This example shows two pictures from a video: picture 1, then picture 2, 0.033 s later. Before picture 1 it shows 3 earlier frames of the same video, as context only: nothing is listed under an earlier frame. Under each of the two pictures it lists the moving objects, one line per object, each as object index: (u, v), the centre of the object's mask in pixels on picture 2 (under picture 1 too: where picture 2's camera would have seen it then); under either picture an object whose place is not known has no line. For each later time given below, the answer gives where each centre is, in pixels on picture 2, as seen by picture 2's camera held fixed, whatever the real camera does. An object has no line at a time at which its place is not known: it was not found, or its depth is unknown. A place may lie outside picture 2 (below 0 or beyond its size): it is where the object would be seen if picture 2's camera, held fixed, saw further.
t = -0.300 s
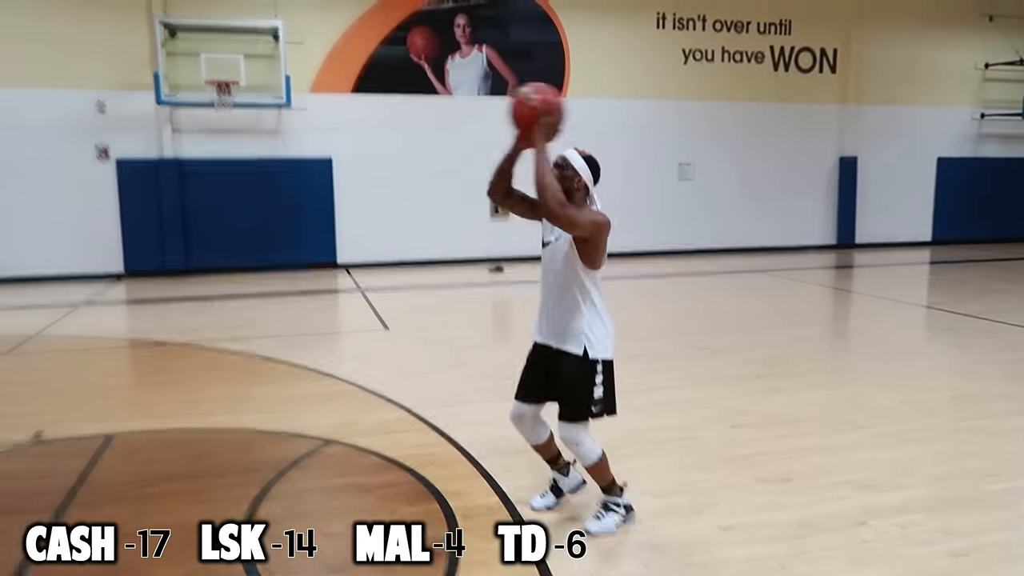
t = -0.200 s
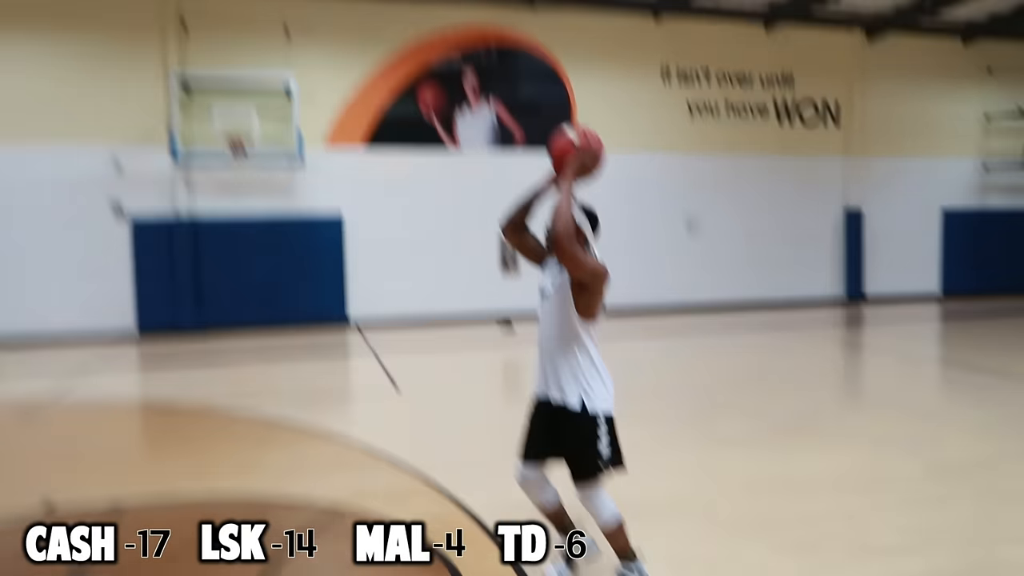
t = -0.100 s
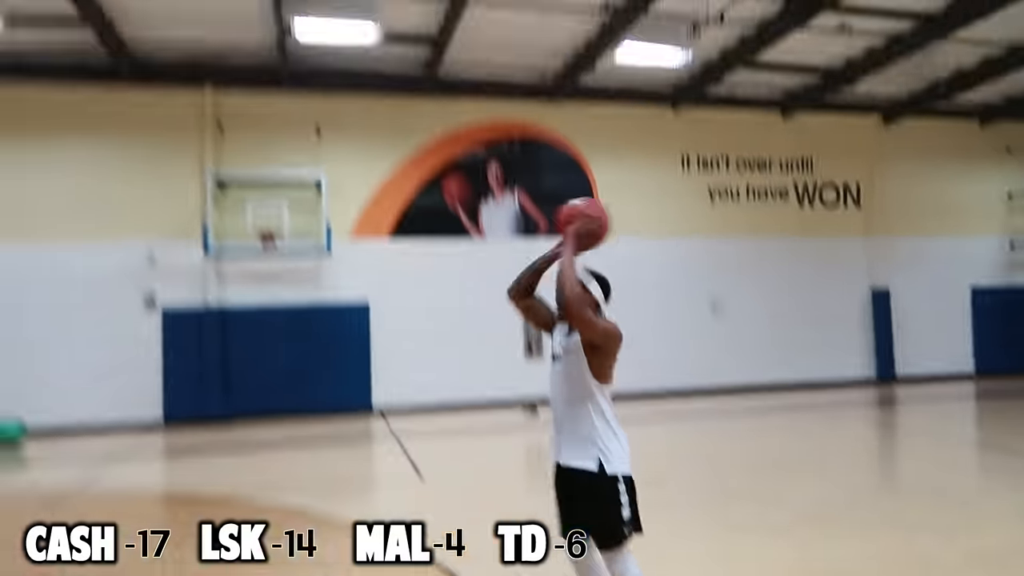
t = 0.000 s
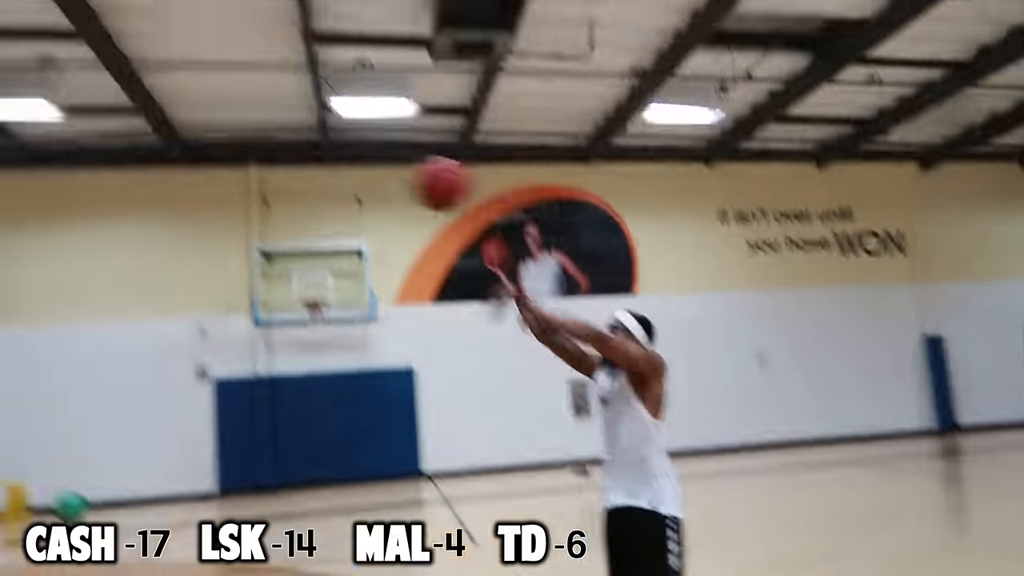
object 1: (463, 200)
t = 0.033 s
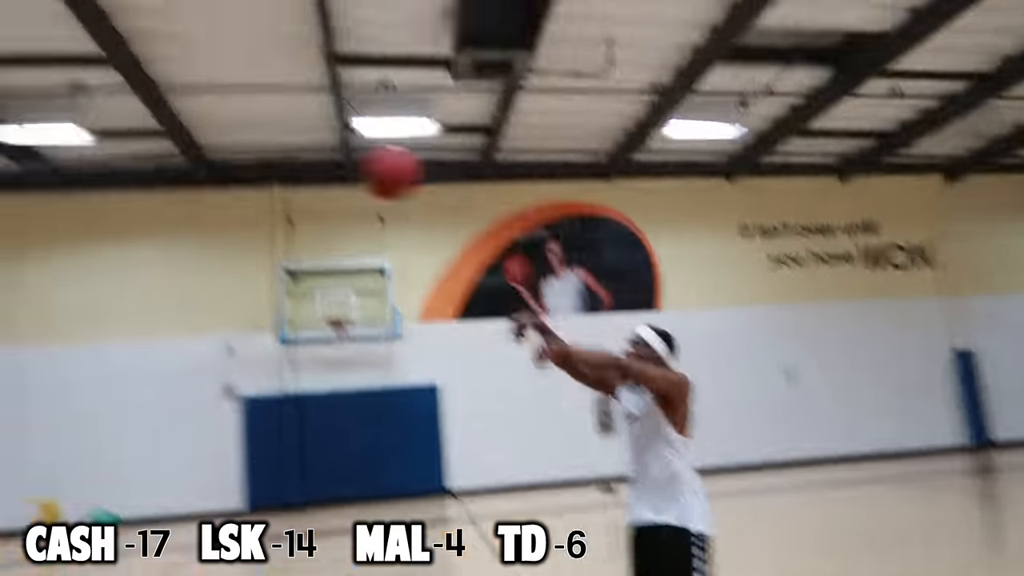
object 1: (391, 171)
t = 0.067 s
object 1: (317, 145)
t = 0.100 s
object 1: (241, 118)
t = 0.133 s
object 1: (164, 93)
